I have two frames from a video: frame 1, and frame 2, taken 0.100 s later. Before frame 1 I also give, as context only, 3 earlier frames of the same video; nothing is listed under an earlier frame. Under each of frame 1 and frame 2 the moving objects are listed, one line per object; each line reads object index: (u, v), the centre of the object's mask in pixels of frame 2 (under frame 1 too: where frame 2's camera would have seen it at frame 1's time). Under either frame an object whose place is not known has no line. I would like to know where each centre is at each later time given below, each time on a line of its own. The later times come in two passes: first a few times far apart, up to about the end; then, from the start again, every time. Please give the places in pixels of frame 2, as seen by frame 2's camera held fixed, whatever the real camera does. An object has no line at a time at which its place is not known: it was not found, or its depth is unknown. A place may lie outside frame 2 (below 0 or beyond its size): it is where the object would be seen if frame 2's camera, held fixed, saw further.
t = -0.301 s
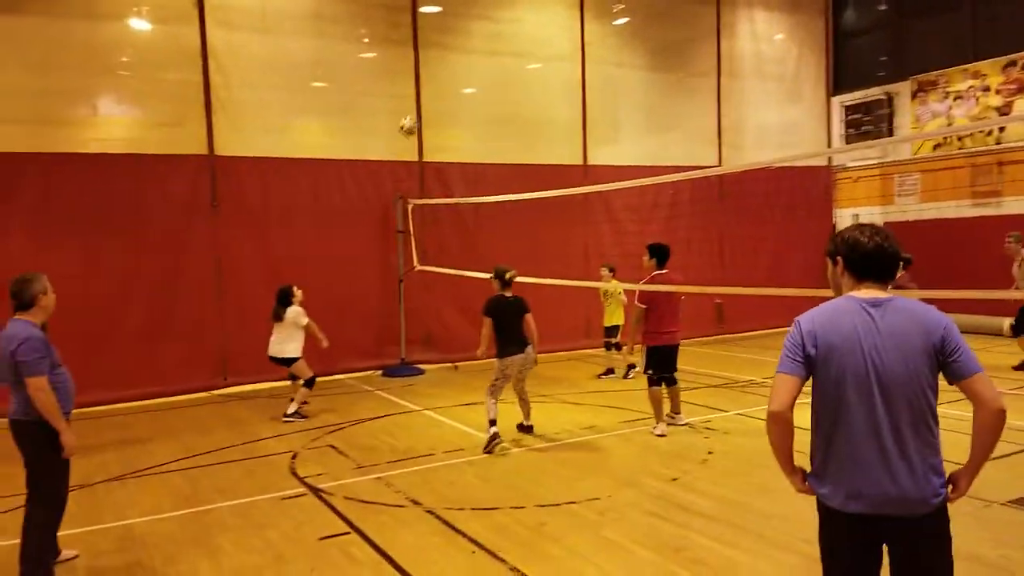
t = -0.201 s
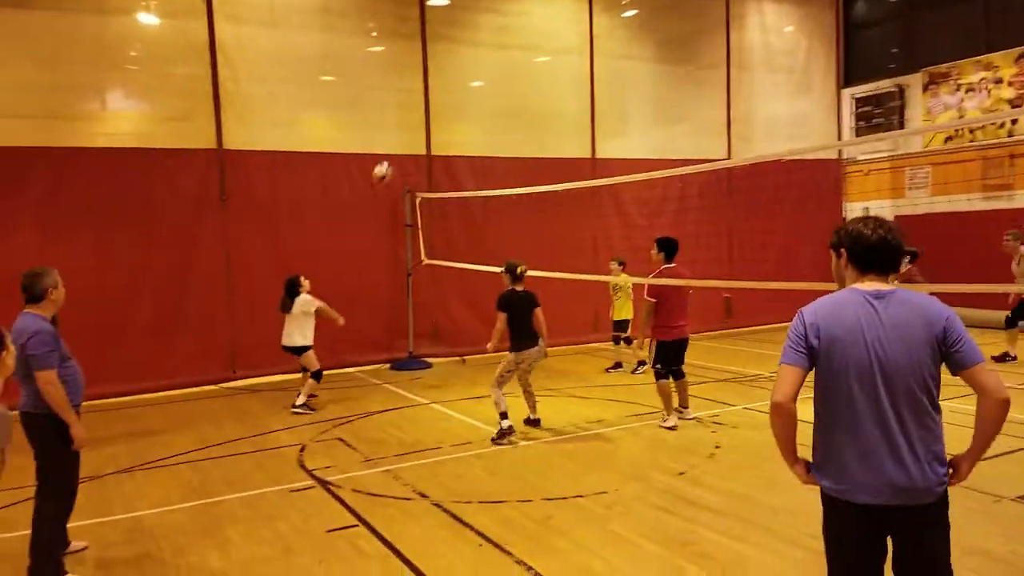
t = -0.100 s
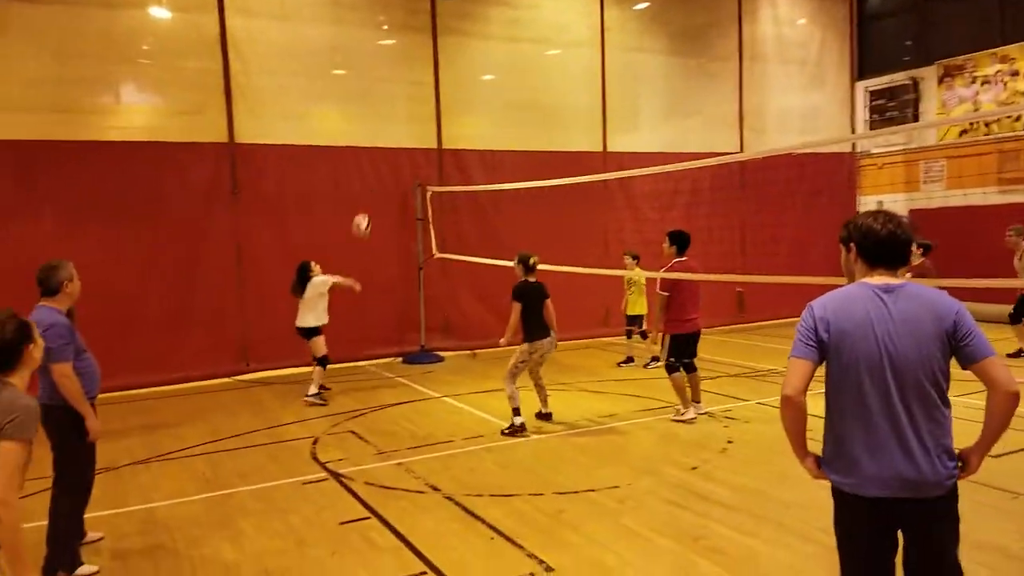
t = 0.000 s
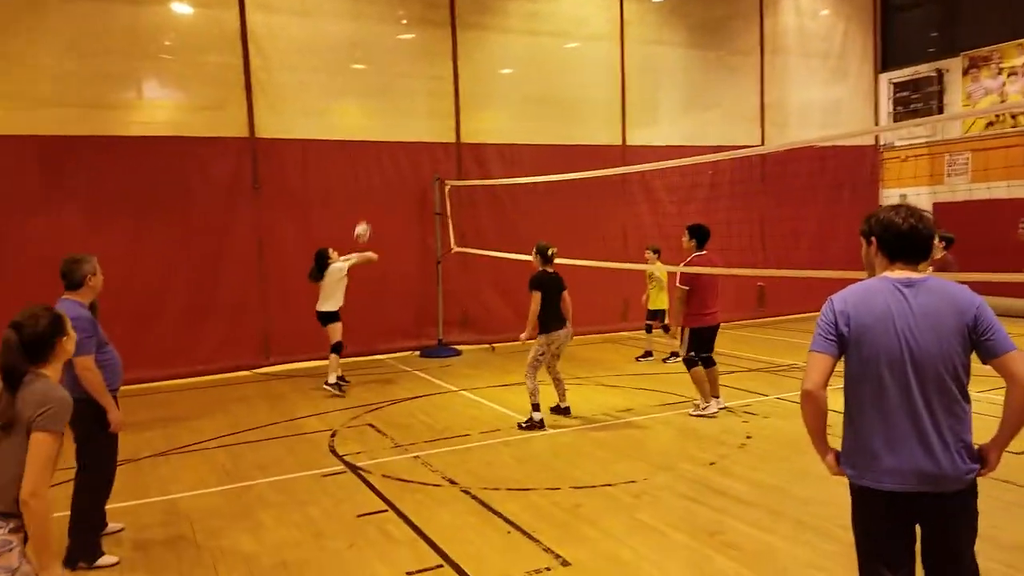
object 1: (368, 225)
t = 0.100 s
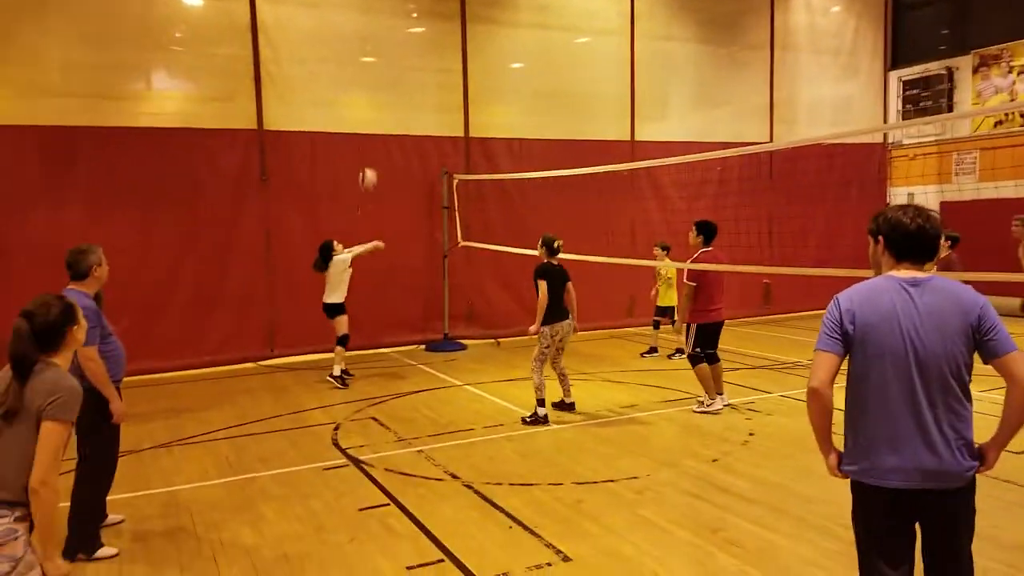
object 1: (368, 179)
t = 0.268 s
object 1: (368, 117)
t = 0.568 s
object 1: (373, 59)
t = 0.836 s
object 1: (382, 82)
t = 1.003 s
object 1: (389, 137)
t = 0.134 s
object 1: (368, 163)
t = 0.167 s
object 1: (368, 150)
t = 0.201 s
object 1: (368, 140)
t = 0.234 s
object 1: (368, 128)
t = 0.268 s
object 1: (368, 117)
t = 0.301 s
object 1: (369, 106)
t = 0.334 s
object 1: (369, 97)
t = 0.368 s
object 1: (369, 89)
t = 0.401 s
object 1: (369, 82)
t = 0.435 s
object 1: (371, 76)
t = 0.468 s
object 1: (371, 68)
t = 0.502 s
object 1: (371, 65)
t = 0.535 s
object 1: (372, 62)
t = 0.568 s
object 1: (373, 59)
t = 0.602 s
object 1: (374, 59)
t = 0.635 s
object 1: (375, 59)
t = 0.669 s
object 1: (376, 60)
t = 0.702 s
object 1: (377, 62)
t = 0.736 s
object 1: (377, 65)
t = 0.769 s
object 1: (379, 70)
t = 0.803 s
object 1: (382, 75)
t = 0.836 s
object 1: (382, 82)
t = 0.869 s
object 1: (381, 91)
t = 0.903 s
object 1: (382, 100)
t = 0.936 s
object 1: (385, 110)
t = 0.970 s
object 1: (387, 123)
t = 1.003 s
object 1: (389, 137)
